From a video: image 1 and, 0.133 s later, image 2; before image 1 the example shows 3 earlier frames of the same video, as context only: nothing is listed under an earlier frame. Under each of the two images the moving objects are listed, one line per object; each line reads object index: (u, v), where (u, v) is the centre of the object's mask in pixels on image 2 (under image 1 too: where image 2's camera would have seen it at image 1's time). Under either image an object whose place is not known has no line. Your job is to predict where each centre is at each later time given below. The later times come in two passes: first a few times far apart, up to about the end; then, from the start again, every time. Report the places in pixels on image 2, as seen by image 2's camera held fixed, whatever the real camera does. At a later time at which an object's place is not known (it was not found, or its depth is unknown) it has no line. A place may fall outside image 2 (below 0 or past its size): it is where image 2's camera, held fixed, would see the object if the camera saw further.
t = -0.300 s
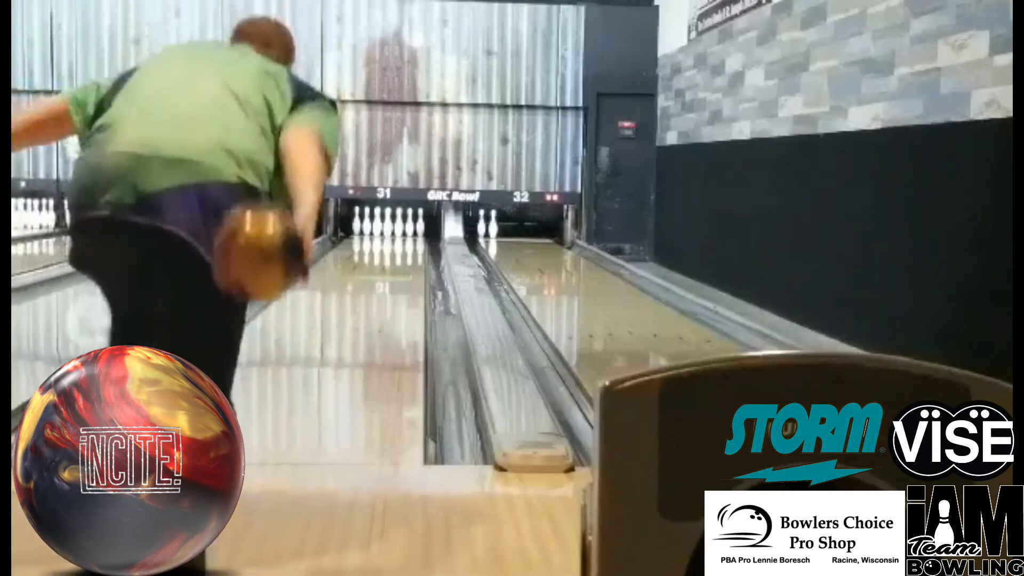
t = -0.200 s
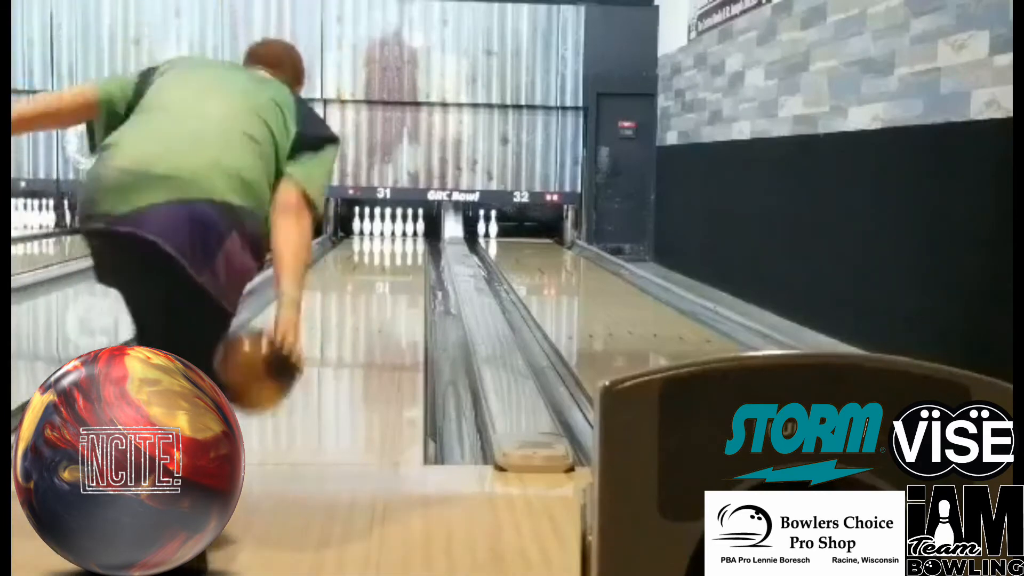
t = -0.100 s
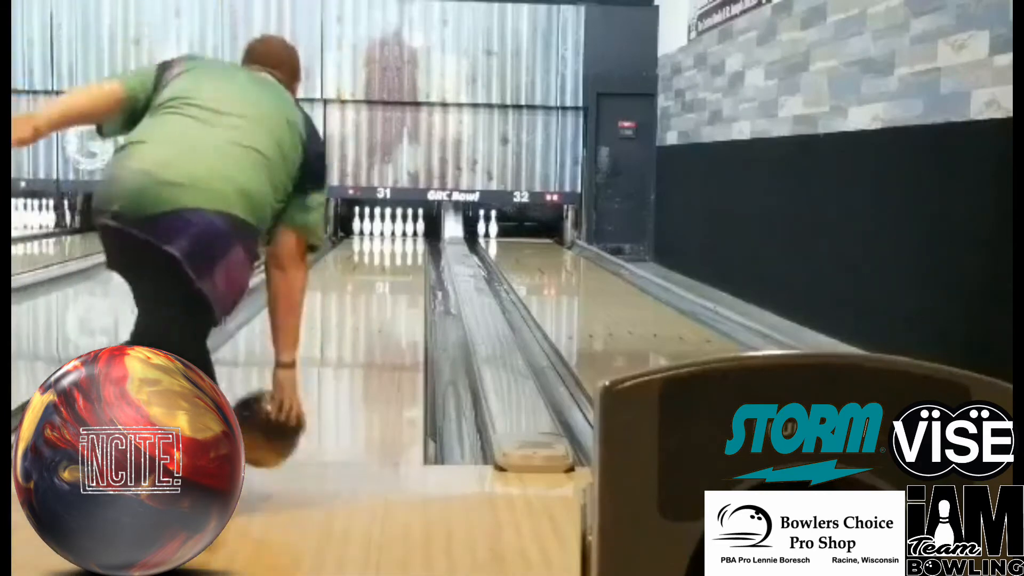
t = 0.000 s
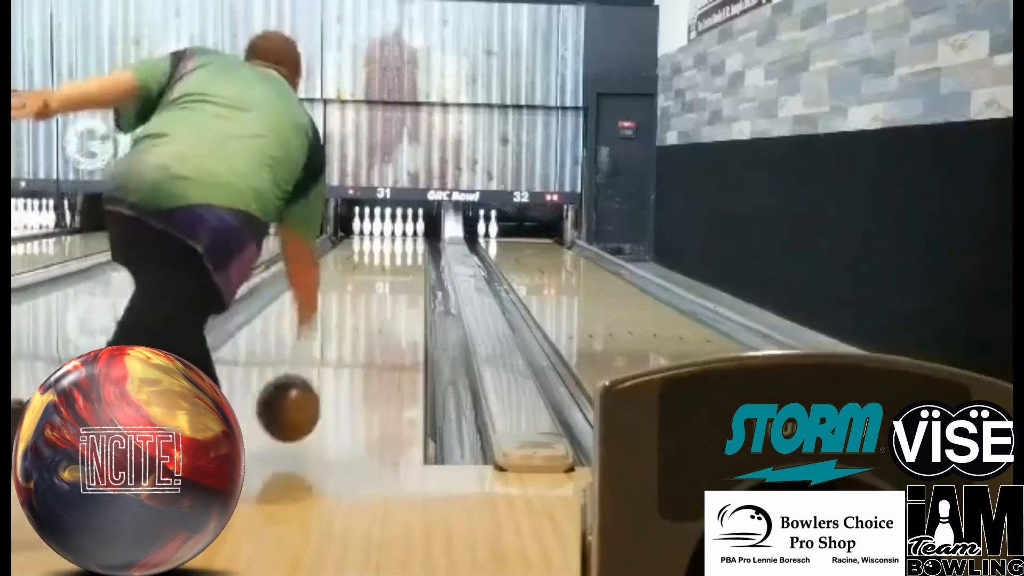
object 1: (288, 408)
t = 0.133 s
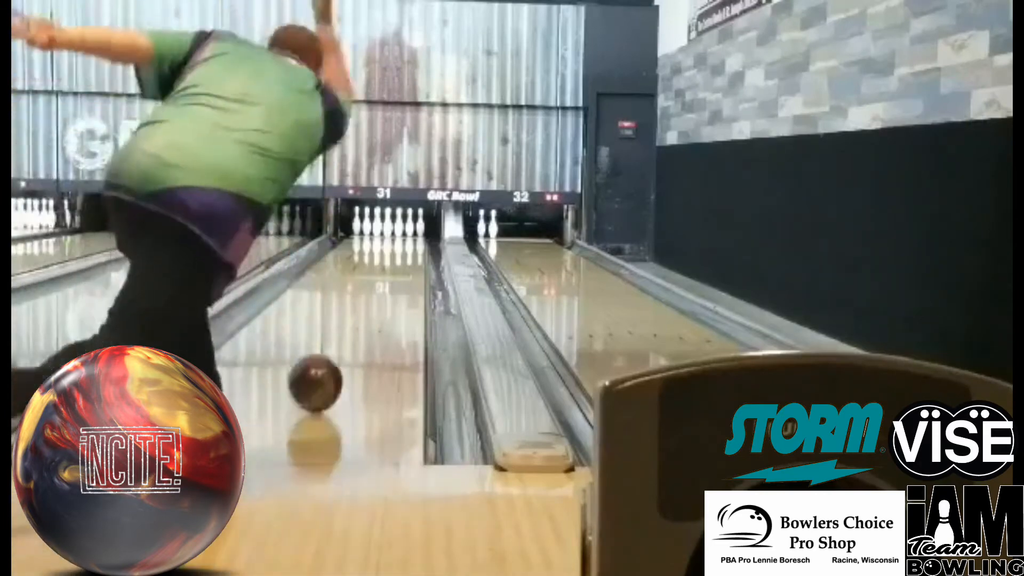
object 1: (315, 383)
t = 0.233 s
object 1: (331, 360)
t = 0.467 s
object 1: (355, 322)
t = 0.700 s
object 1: (372, 298)
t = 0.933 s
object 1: (383, 280)
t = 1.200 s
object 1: (390, 265)
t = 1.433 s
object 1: (395, 255)
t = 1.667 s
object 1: (398, 247)
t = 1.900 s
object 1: (400, 241)
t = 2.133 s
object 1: (400, 237)
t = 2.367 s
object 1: (397, 233)
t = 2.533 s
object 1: (399, 229)
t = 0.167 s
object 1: (321, 375)
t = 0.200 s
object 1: (326, 367)
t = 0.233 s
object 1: (331, 360)
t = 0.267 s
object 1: (335, 353)
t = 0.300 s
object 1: (339, 347)
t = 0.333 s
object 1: (343, 341)
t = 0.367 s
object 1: (346, 336)
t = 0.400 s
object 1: (350, 331)
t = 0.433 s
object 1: (353, 326)
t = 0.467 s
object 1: (355, 322)
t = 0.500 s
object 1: (359, 318)
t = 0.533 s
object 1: (361, 314)
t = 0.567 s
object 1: (363, 312)
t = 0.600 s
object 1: (366, 308)
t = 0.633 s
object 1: (368, 304)
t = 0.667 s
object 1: (370, 300)
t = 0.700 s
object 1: (372, 298)
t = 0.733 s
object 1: (374, 295)
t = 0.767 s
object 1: (376, 292)
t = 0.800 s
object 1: (377, 290)
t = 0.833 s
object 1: (378, 288)
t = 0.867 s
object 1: (380, 285)
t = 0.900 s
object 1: (382, 282)
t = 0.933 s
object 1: (383, 280)
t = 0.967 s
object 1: (384, 278)
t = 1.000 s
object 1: (385, 276)
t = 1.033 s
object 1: (386, 274)
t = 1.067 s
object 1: (387, 273)
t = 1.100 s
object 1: (388, 271)
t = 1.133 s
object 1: (389, 268)
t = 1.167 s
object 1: (390, 267)
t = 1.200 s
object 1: (390, 265)
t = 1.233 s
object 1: (391, 263)
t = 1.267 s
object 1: (391, 262)
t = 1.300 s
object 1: (392, 260)
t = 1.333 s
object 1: (394, 259)
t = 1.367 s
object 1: (394, 258)
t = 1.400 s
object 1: (395, 257)
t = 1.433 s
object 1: (395, 255)
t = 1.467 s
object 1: (395, 254)
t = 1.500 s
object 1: (396, 253)
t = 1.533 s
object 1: (397, 252)
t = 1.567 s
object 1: (398, 250)
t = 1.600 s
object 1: (398, 249)
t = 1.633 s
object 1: (398, 248)
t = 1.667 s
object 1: (398, 247)
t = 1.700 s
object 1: (398, 246)
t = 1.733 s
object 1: (399, 246)
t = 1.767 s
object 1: (400, 245)
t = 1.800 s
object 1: (400, 244)
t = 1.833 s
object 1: (400, 243)
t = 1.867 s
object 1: (400, 241)
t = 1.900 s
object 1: (400, 241)
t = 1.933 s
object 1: (400, 240)
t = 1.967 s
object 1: (400, 239)
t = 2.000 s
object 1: (400, 239)
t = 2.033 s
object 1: (400, 239)
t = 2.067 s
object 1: (400, 238)
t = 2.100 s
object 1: (400, 238)
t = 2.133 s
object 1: (400, 237)
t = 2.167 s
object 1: (399, 236)
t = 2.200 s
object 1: (399, 235)
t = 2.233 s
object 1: (399, 235)
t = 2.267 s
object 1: (398, 235)
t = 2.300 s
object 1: (399, 234)
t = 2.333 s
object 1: (398, 233)
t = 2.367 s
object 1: (397, 233)
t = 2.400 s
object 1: (397, 233)
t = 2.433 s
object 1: (397, 231)
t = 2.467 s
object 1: (396, 232)
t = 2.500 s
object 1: (398, 230)
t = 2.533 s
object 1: (399, 229)
